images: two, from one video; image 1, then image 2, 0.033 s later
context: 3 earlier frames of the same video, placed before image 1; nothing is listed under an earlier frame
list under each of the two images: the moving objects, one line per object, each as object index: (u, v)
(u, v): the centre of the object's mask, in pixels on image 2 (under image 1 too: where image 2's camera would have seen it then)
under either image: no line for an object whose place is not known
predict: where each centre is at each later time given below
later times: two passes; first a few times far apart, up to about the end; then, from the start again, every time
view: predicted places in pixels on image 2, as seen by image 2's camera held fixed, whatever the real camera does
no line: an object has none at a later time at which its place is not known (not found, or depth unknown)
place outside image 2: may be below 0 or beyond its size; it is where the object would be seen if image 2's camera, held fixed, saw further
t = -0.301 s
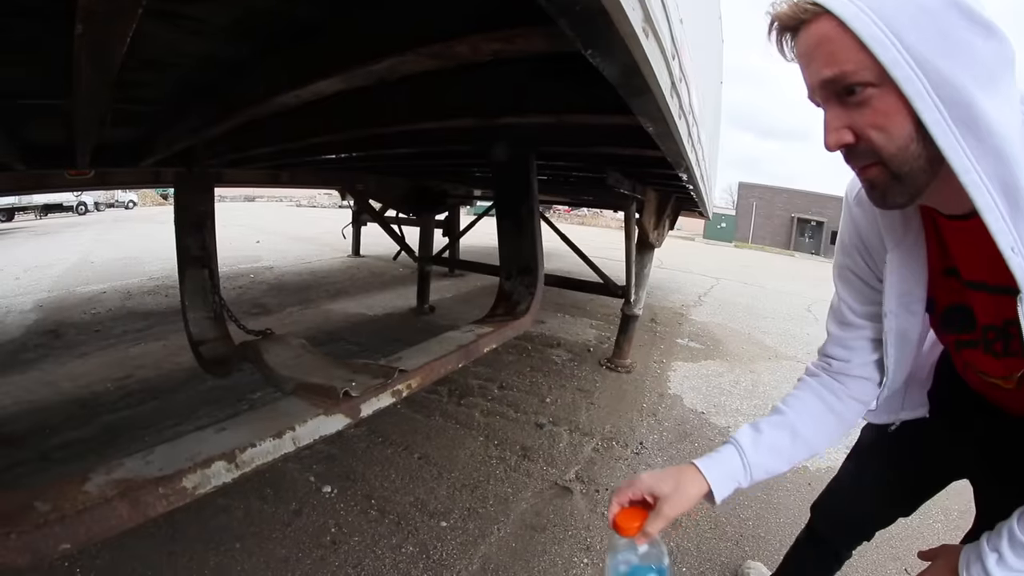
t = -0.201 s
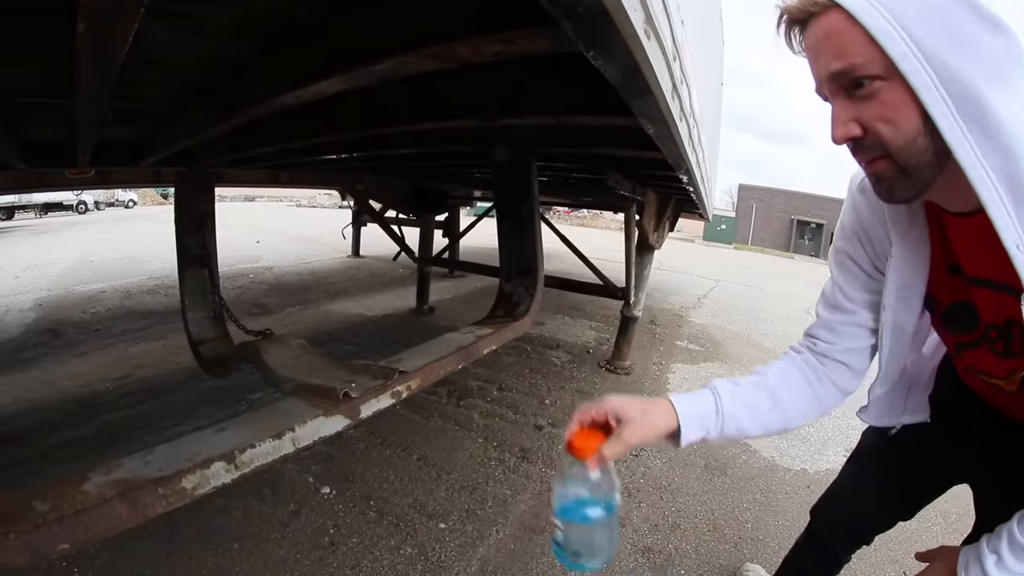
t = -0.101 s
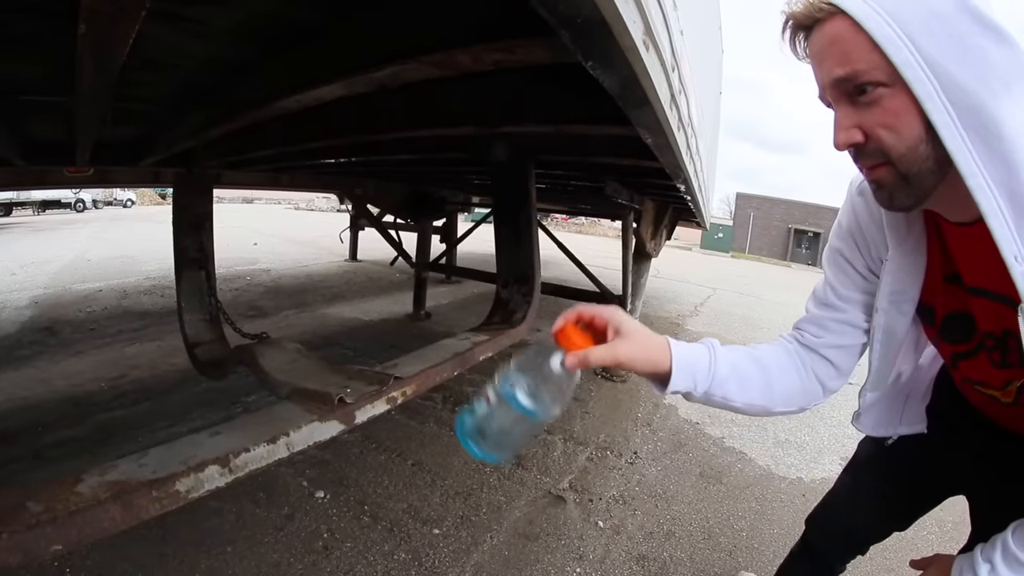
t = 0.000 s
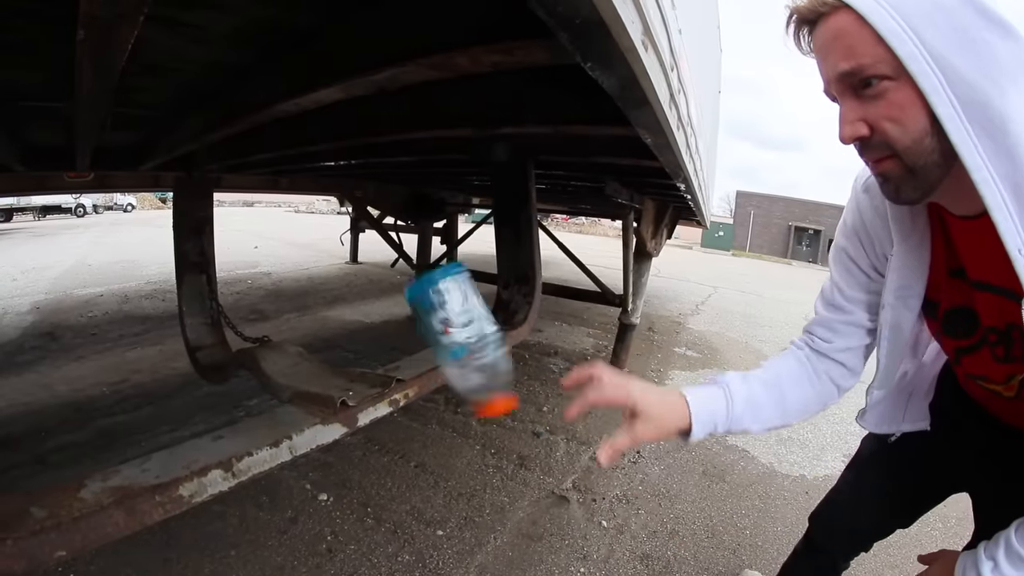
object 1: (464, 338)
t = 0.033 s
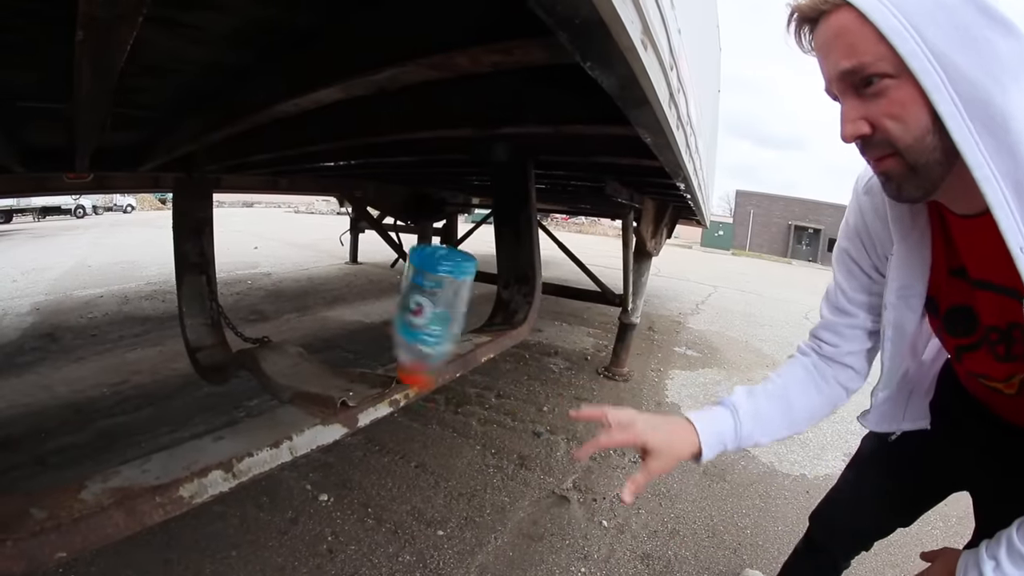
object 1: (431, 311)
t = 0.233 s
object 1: (339, 327)
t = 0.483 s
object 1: (278, 335)
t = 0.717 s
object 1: (277, 342)
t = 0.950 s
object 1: (294, 339)
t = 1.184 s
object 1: (310, 336)
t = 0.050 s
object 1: (422, 296)
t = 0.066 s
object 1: (415, 286)
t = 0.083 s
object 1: (408, 282)
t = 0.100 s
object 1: (401, 283)
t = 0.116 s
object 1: (393, 285)
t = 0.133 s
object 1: (384, 288)
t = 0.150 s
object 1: (376, 293)
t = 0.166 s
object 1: (368, 298)
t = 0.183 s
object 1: (361, 305)
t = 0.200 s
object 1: (354, 312)
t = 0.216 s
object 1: (347, 323)
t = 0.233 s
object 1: (339, 327)
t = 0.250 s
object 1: (330, 329)
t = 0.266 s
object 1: (323, 331)
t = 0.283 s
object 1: (319, 330)
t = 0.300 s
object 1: (315, 330)
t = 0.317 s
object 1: (312, 330)
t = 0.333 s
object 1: (308, 330)
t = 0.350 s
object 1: (303, 328)
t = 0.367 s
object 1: (298, 327)
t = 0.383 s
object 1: (294, 327)
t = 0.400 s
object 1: (291, 327)
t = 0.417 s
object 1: (288, 328)
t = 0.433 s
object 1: (285, 329)
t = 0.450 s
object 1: (283, 330)
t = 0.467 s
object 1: (280, 333)
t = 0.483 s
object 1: (278, 335)
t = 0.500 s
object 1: (276, 339)
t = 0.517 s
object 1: (275, 342)
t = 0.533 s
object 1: (276, 340)
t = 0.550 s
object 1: (278, 340)
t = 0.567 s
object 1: (278, 340)
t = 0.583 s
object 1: (277, 340)
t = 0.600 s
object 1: (277, 341)
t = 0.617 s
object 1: (276, 342)
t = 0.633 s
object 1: (276, 341)
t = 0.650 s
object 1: (276, 342)
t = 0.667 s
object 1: (276, 342)
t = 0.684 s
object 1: (276, 342)
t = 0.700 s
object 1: (277, 342)
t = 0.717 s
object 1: (277, 342)
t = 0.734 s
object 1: (278, 342)
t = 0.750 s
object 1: (279, 341)
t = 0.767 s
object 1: (280, 342)
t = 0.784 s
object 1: (282, 341)
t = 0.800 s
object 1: (283, 341)
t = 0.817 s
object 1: (284, 341)
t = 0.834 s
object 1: (286, 341)
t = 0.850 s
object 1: (287, 341)
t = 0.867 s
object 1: (288, 341)
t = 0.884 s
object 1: (289, 340)
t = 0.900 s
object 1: (290, 340)
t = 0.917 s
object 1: (291, 340)
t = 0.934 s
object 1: (293, 340)
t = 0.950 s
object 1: (294, 339)
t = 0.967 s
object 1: (295, 339)
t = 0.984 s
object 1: (296, 339)
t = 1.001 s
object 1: (298, 338)
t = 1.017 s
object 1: (299, 338)
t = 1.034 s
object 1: (301, 338)
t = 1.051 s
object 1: (302, 338)
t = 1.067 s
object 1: (303, 338)
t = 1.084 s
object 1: (304, 337)
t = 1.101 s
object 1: (305, 337)
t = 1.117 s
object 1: (306, 336)
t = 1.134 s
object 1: (307, 336)
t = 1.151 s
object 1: (307, 336)
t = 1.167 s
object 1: (309, 336)
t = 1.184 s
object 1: (310, 336)
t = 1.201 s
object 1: (311, 336)
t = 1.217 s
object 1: (312, 335)
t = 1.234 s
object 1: (314, 335)
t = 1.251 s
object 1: (315, 335)
